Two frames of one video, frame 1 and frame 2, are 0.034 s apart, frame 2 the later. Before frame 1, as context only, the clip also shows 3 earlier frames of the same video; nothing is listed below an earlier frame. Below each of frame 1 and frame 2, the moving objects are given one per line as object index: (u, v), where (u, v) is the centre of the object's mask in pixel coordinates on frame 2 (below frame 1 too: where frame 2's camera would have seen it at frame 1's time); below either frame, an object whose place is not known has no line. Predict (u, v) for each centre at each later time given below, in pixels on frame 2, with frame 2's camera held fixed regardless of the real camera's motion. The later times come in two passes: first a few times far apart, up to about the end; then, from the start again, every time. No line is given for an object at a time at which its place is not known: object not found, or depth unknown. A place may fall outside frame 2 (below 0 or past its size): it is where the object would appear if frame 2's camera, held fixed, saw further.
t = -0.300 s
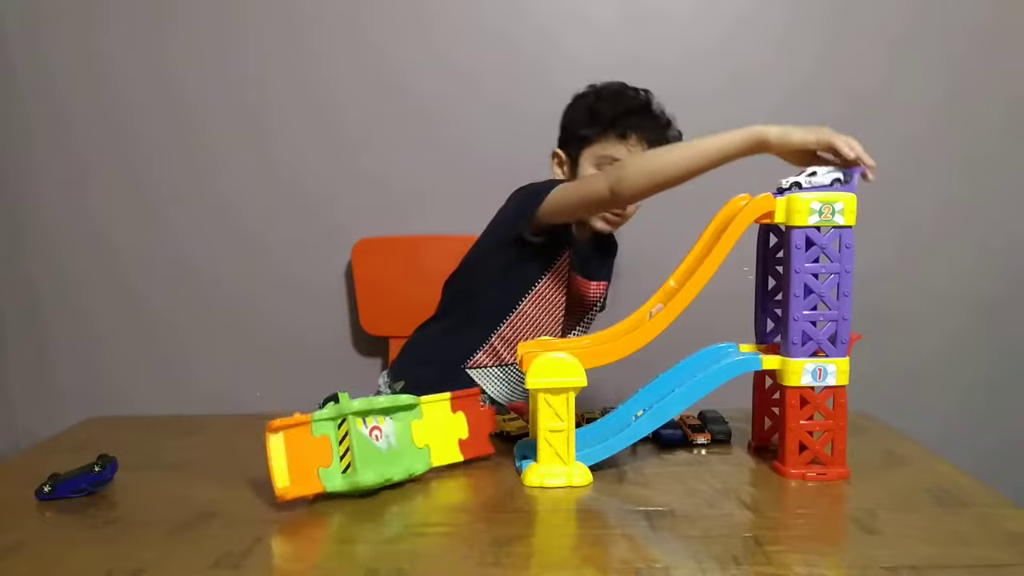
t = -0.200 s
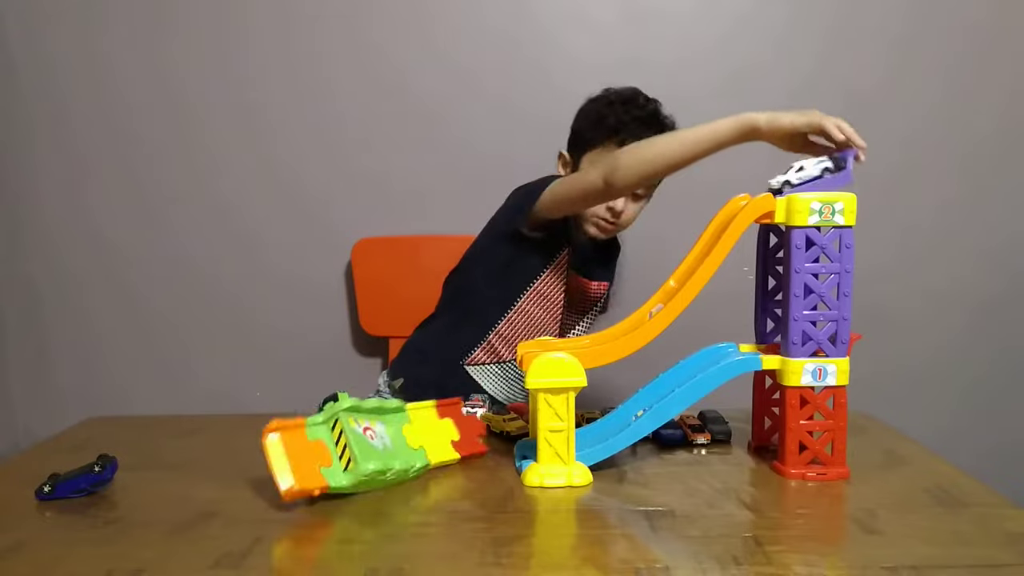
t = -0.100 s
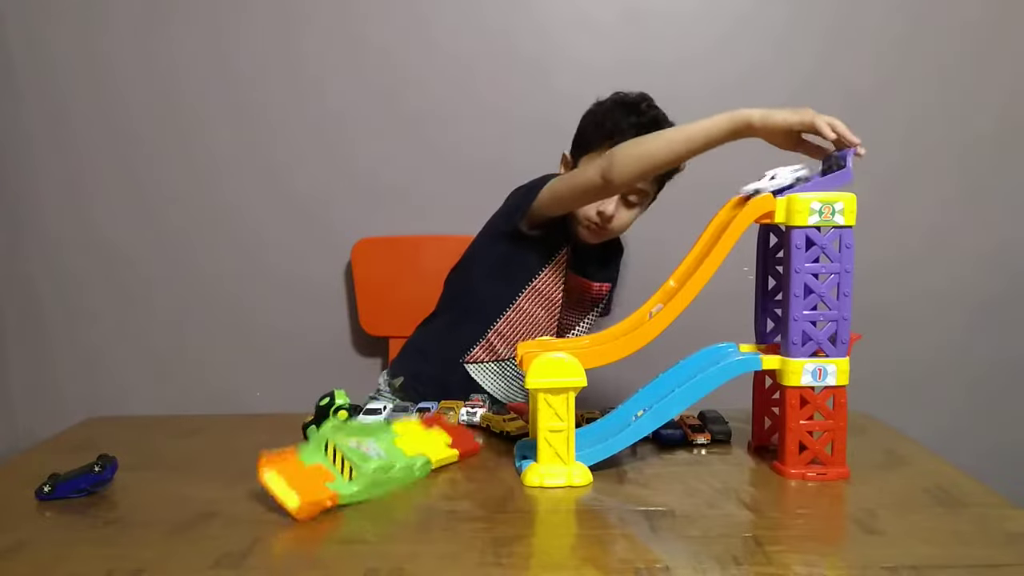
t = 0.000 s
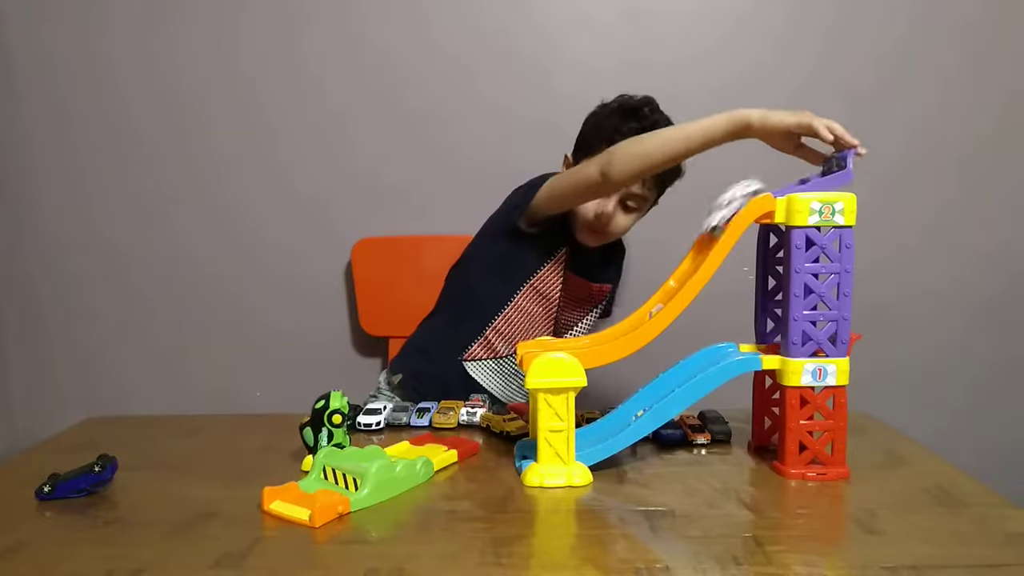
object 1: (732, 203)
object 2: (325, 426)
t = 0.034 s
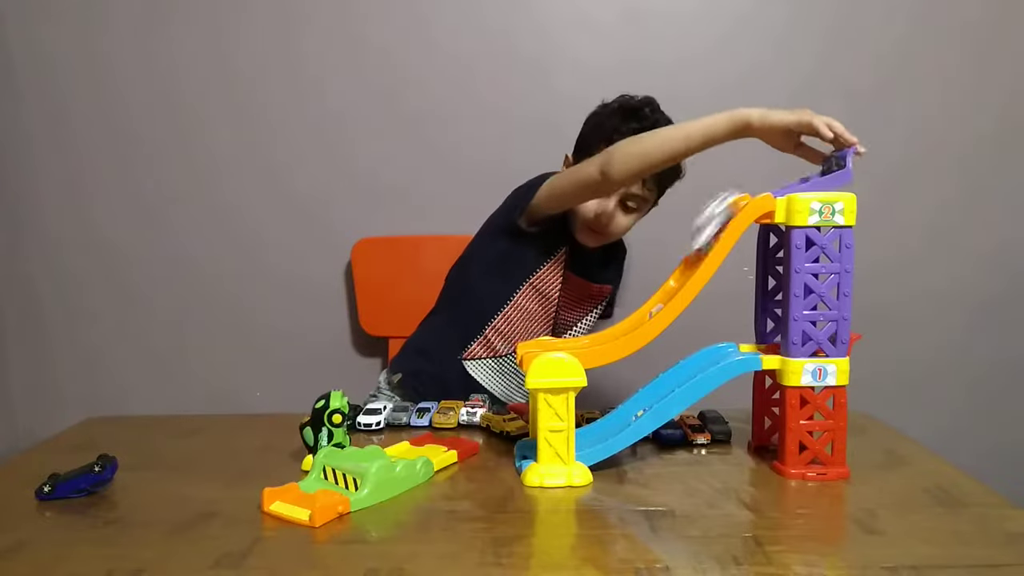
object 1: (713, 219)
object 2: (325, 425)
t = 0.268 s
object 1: (437, 360)
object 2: (325, 425)
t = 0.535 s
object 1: (318, 469)
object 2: (276, 435)
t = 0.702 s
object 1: (305, 471)
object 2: (252, 438)
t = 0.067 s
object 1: (688, 245)
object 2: (325, 425)
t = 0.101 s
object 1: (664, 276)
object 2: (325, 425)
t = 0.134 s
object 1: (632, 309)
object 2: (325, 425)
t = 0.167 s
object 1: (589, 330)
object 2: (325, 425)
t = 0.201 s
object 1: (537, 340)
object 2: (325, 425)
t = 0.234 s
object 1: (490, 345)
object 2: (325, 425)
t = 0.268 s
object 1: (437, 360)
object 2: (325, 425)
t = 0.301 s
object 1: (392, 382)
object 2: (325, 425)
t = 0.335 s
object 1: (366, 398)
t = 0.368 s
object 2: (306, 441)
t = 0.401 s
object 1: (341, 426)
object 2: (295, 428)
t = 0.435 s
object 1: (335, 439)
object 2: (293, 429)
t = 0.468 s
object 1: (328, 457)
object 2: (286, 430)
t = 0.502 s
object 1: (316, 459)
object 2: (280, 433)
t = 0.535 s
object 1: (318, 469)
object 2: (276, 435)
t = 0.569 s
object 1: (314, 470)
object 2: (273, 435)
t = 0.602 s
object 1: (311, 470)
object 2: (268, 434)
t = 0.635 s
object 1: (309, 470)
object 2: (262, 435)
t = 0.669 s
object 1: (307, 470)
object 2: (257, 436)
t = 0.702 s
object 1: (305, 471)
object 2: (252, 438)
